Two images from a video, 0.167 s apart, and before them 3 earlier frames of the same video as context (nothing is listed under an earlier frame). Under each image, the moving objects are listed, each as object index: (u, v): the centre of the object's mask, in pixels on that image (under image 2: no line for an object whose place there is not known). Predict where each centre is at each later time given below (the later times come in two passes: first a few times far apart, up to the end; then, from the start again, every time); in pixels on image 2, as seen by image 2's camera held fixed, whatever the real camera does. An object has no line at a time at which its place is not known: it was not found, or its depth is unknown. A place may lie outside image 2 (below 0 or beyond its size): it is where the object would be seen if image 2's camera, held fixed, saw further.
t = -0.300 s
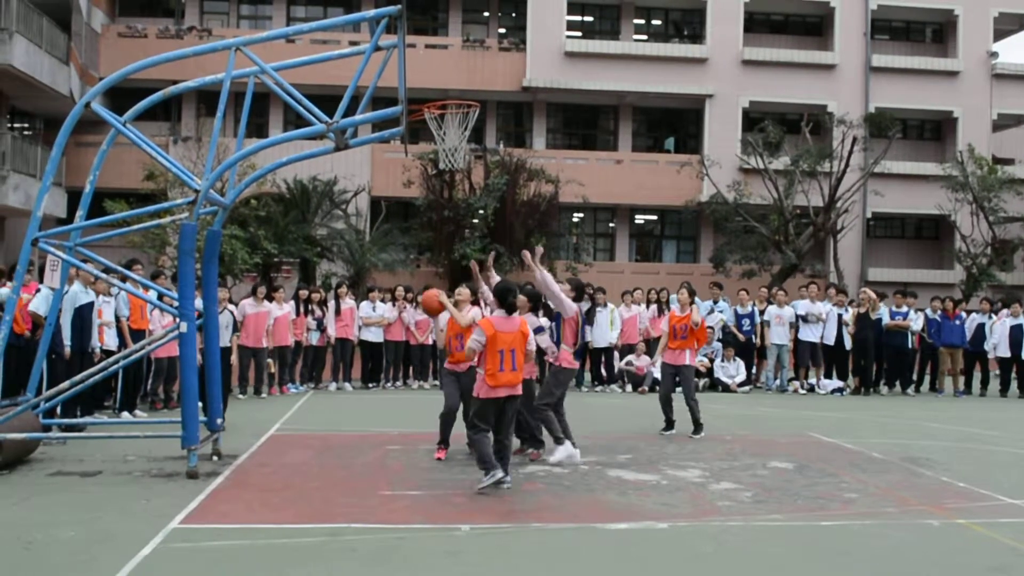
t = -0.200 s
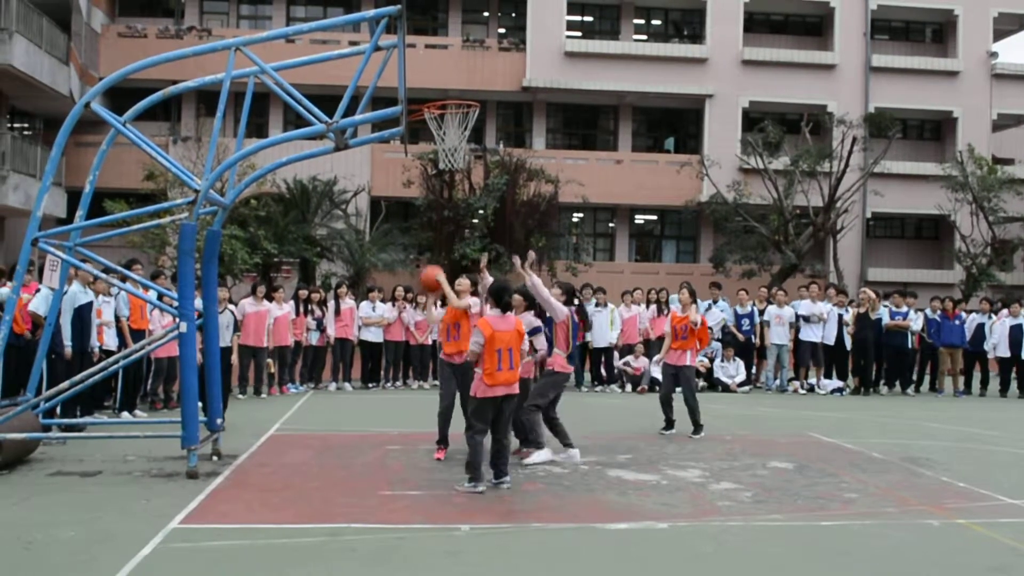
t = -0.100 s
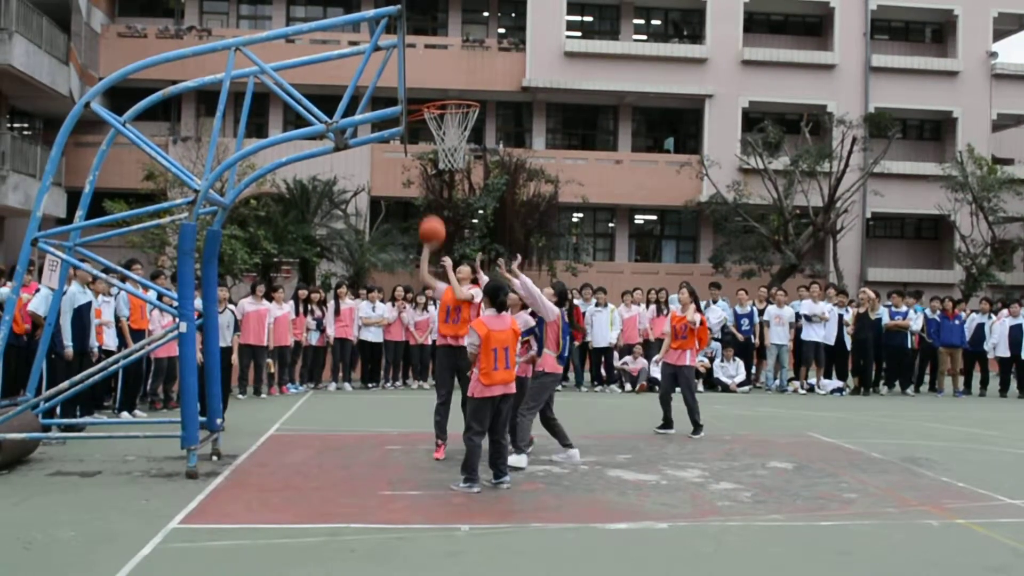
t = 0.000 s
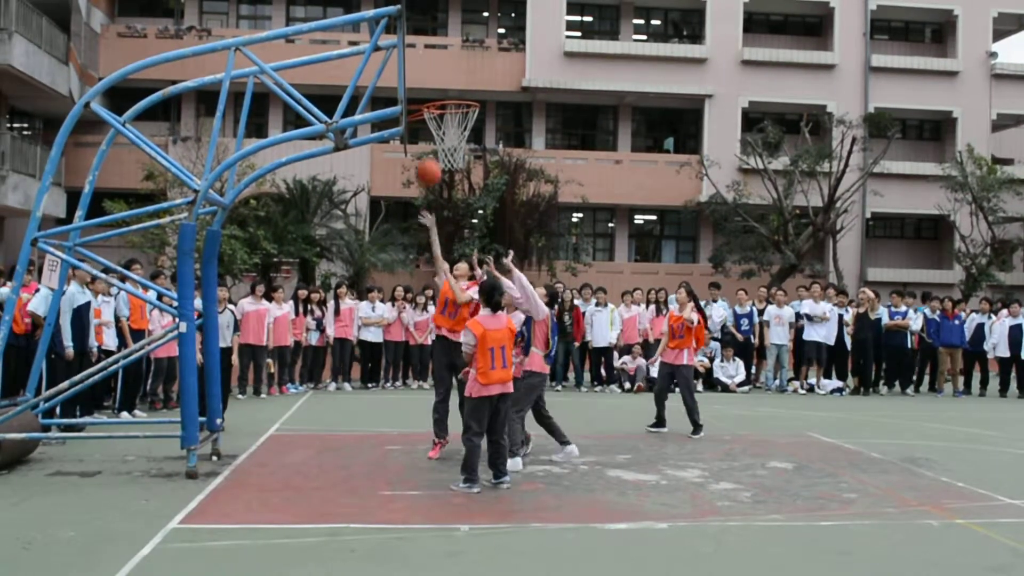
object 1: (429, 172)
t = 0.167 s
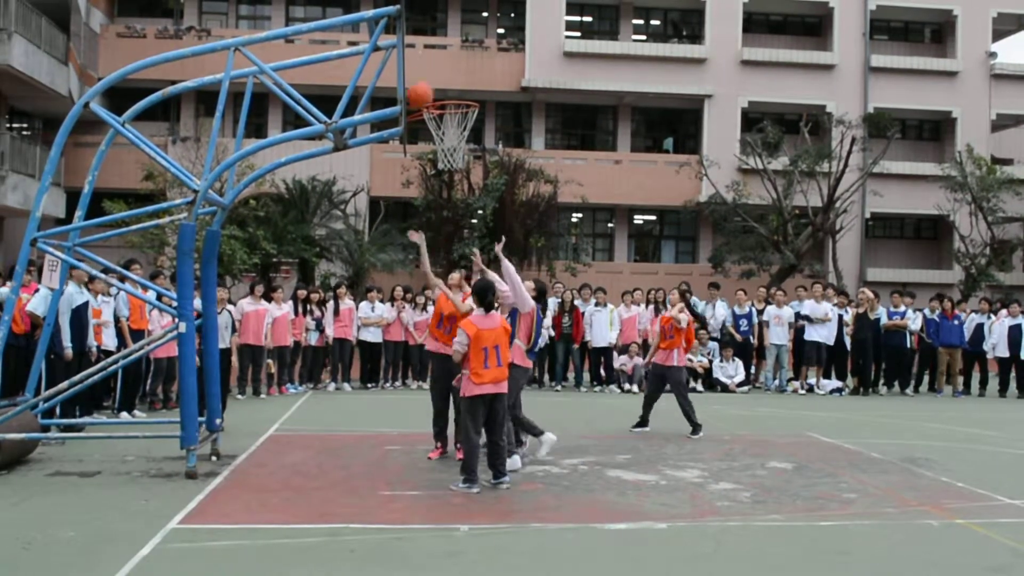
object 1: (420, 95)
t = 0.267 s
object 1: (424, 74)
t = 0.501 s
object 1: (433, 69)
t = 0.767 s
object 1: (459, 93)
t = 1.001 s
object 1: (444, 93)
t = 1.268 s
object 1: (438, 103)
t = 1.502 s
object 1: (442, 152)
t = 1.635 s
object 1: (448, 188)
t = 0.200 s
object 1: (422, 87)
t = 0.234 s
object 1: (422, 80)
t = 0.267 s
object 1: (424, 74)
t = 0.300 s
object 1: (425, 70)
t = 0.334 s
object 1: (427, 67)
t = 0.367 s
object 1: (428, 65)
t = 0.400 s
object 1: (429, 64)
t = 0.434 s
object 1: (431, 64)
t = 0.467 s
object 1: (432, 66)
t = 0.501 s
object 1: (433, 69)
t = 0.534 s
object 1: (435, 74)
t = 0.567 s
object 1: (436, 79)
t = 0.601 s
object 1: (438, 86)
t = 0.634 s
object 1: (438, 94)
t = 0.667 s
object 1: (443, 92)
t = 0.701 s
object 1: (448, 92)
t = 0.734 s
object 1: (453, 91)
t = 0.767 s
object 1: (459, 93)
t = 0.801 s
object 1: (462, 94)
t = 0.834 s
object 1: (459, 93)
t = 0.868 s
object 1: (456, 91)
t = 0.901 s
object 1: (453, 91)
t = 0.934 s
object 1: (450, 90)
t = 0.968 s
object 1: (447, 91)
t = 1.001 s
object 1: (444, 93)
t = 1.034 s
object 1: (441, 94)
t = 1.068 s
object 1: (441, 92)
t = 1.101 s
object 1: (440, 91)
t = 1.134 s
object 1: (440, 91)
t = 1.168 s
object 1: (439, 91)
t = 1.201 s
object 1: (438, 93)
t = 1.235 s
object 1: (438, 98)
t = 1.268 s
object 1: (438, 103)
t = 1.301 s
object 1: (440, 108)
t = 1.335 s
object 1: (437, 117)
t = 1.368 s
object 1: (437, 125)
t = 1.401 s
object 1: (438, 133)
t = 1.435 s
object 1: (438, 139)
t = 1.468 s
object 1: (439, 145)
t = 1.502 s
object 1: (442, 152)
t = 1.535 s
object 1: (444, 159)
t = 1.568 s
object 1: (445, 167)
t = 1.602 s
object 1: (447, 176)
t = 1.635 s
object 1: (448, 188)
